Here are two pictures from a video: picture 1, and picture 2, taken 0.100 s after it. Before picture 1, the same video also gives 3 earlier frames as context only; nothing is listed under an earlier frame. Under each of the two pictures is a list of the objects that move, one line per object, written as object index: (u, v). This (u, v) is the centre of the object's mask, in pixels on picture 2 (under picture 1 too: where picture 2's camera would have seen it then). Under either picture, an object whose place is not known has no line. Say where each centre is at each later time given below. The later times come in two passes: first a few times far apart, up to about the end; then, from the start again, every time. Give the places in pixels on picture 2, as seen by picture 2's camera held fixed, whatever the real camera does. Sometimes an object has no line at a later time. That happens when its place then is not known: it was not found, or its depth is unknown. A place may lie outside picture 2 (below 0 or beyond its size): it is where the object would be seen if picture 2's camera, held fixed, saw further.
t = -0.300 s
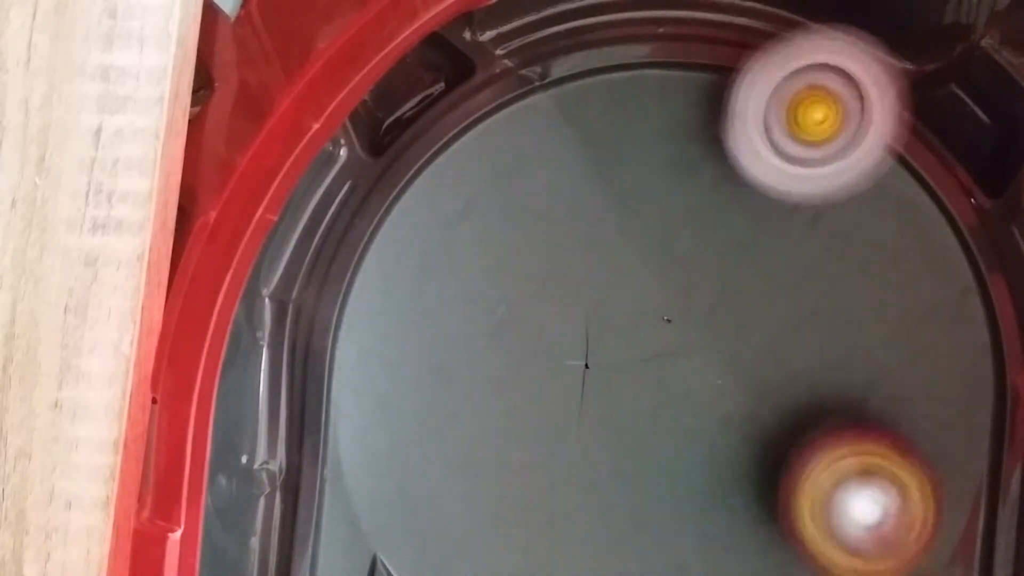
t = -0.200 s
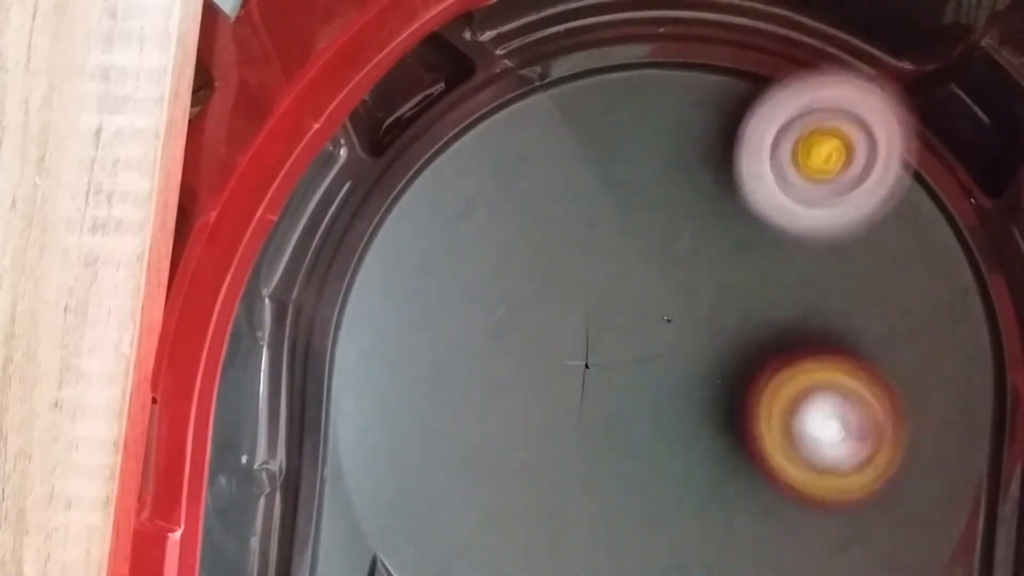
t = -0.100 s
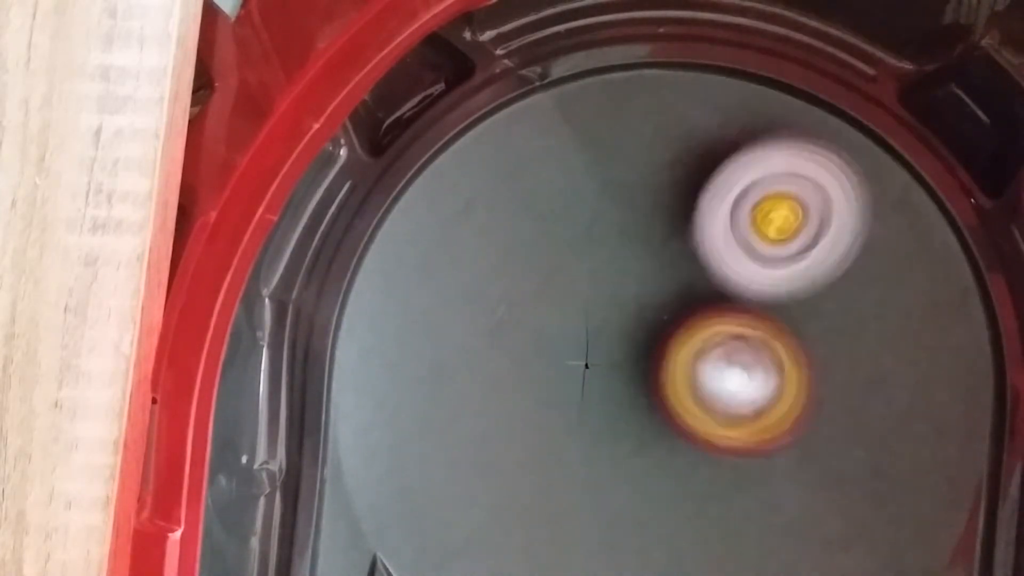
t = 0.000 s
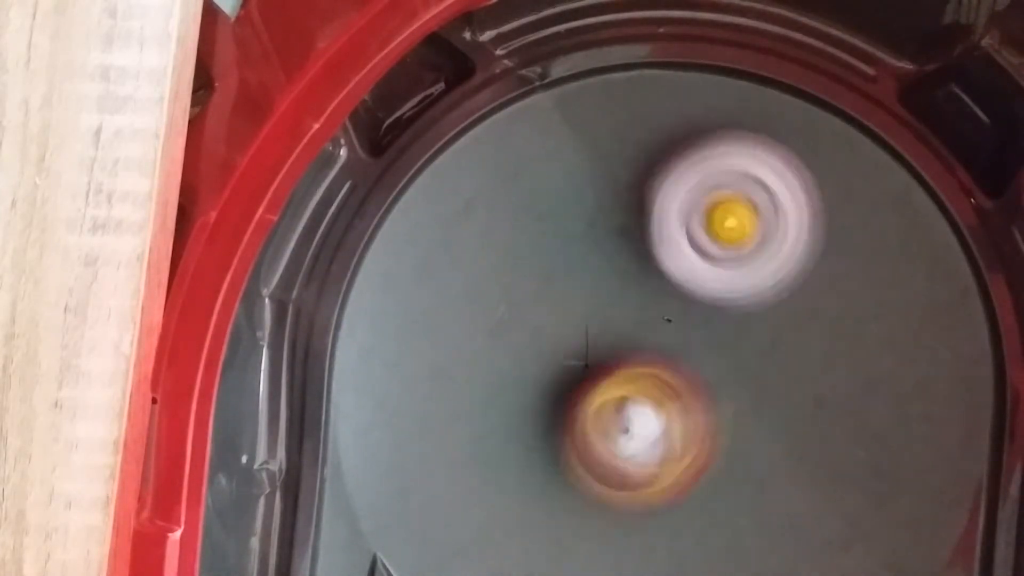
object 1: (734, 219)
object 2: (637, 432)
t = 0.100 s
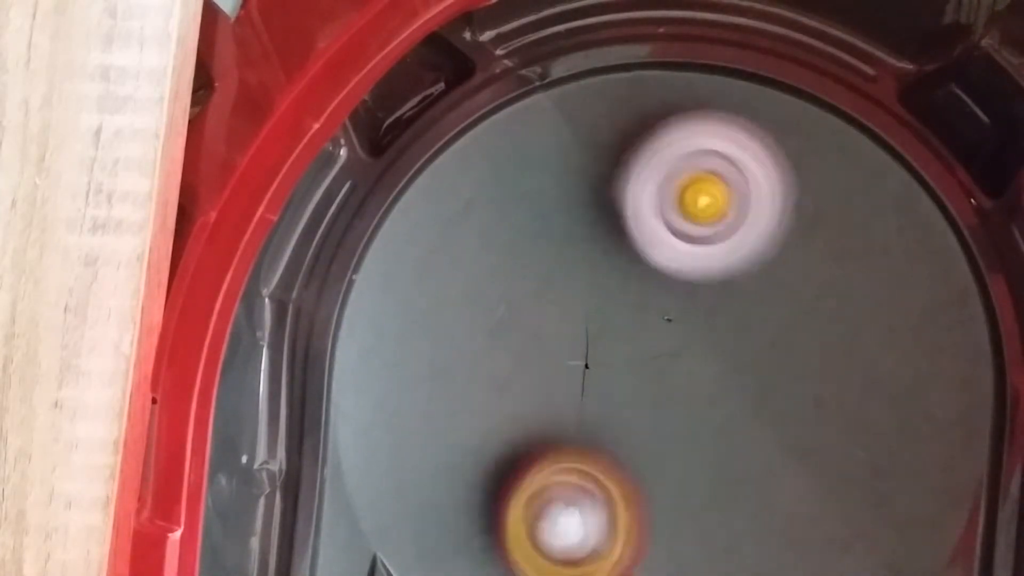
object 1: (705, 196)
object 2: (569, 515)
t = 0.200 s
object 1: (667, 197)
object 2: (553, 549)
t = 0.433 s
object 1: (563, 281)
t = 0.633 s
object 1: (538, 372)
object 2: (678, 515)
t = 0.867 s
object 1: (490, 429)
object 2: (760, 354)
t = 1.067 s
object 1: (559, 445)
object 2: (766, 237)
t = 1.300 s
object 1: (690, 456)
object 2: (656, 222)
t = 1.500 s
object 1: (806, 432)
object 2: (604, 369)
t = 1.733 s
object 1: (838, 412)
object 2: (633, 517)
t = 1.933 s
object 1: (750, 412)
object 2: (698, 555)
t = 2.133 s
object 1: (644, 429)
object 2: (775, 528)
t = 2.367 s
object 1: (544, 465)
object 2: (721, 387)
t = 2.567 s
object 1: (562, 470)
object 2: (652, 298)
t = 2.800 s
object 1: (663, 441)
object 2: (577, 260)
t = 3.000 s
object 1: (760, 397)
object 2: (572, 313)
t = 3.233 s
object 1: (803, 376)
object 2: (629, 410)
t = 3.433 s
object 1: (826, 377)
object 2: (659, 482)
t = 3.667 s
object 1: (776, 373)
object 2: (658, 526)
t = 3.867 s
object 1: (726, 363)
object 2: (591, 552)
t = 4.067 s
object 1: (672, 393)
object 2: (597, 521)
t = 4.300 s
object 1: (653, 395)
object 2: (647, 503)
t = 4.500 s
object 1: (641, 416)
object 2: (734, 513)
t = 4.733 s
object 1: (598, 466)
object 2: (745, 509)
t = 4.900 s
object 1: (614, 433)
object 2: (715, 494)
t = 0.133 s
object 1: (693, 195)
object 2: (557, 527)
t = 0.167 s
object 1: (677, 195)
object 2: (552, 537)
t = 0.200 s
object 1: (667, 197)
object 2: (553, 549)
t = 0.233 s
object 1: (655, 207)
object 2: (551, 558)
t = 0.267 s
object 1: (638, 217)
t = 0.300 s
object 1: (629, 229)
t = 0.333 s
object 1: (610, 239)
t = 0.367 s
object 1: (590, 252)
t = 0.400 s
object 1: (575, 263)
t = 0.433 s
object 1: (563, 281)
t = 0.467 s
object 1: (552, 290)
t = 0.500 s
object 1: (548, 306)
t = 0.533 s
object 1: (539, 321)
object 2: (650, 563)
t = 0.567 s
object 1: (538, 336)
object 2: (664, 550)
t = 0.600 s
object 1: (540, 357)
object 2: (673, 534)
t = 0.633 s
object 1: (538, 372)
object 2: (678, 515)
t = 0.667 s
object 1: (549, 389)
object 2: (681, 487)
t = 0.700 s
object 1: (538, 404)
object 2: (691, 458)
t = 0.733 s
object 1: (523, 410)
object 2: (713, 438)
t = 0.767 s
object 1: (510, 415)
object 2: (730, 419)
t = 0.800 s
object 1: (500, 422)
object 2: (745, 398)
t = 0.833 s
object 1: (493, 425)
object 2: (756, 374)
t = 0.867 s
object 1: (490, 429)
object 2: (760, 354)
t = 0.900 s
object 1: (492, 432)
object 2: (762, 336)
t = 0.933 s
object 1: (500, 434)
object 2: (763, 318)
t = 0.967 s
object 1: (512, 437)
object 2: (764, 296)
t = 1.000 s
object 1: (528, 440)
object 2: (765, 276)
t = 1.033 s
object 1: (540, 444)
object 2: (768, 256)
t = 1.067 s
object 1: (559, 445)
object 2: (766, 237)
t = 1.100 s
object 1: (571, 449)
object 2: (759, 218)
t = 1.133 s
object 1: (594, 451)
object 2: (748, 204)
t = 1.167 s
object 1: (608, 451)
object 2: (733, 194)
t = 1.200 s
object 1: (626, 457)
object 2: (715, 192)
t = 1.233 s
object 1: (655, 460)
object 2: (695, 196)
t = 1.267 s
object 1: (675, 454)
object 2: (677, 206)
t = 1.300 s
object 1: (690, 456)
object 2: (656, 222)
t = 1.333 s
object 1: (715, 459)
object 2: (639, 241)
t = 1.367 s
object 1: (743, 452)
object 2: (625, 261)
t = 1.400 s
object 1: (755, 445)
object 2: (616, 289)
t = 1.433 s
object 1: (773, 446)
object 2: (610, 316)
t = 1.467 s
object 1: (796, 437)
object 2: (606, 340)
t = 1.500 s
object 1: (806, 432)
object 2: (604, 369)
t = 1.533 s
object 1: (822, 438)
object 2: (604, 395)
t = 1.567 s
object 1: (834, 430)
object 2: (604, 419)
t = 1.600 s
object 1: (842, 430)
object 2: (607, 444)
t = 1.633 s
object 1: (845, 423)
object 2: (611, 465)
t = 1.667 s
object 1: (848, 420)
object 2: (614, 484)
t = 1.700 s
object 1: (844, 417)
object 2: (623, 505)
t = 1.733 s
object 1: (838, 412)
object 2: (633, 517)
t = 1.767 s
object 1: (828, 414)
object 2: (638, 527)
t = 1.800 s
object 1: (819, 406)
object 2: (649, 536)
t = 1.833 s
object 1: (799, 408)
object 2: (658, 542)
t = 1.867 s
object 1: (792, 411)
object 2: (669, 548)
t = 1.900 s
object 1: (773, 406)
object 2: (685, 553)
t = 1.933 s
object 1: (750, 412)
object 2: (698, 555)
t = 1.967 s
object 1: (734, 416)
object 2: (713, 557)
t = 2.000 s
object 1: (723, 412)
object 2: (733, 556)
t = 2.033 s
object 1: (698, 411)
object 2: (749, 553)
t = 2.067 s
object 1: (676, 421)
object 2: (761, 546)
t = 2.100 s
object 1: (658, 427)
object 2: (771, 539)
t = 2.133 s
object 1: (644, 429)
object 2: (775, 528)
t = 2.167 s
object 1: (621, 435)
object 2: (774, 516)
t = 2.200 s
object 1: (604, 448)
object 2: (773, 502)
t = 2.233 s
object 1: (590, 453)
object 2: (767, 479)
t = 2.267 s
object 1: (575, 454)
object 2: (758, 455)
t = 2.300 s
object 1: (557, 463)
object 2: (747, 429)
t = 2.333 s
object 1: (555, 468)
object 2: (733, 408)
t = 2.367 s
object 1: (544, 465)
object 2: (721, 387)
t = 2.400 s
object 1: (541, 475)
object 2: (702, 367)
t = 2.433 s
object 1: (541, 468)
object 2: (688, 352)
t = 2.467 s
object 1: (538, 475)
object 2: (682, 333)
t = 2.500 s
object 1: (546, 471)
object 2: (674, 322)
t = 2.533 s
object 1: (549, 475)
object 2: (665, 309)
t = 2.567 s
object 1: (562, 470)
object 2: (652, 298)
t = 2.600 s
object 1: (568, 471)
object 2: (640, 289)
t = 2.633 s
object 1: (586, 466)
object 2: (629, 277)
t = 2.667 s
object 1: (595, 460)
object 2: (616, 271)
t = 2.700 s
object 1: (610, 460)
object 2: (607, 263)
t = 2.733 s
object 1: (631, 456)
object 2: (596, 261)
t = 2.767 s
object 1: (650, 450)
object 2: (587, 260)
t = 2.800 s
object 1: (663, 441)
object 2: (577, 260)
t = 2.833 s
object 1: (678, 439)
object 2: (569, 265)
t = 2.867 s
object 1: (697, 431)
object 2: (564, 269)
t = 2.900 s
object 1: (716, 423)
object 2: (563, 278)
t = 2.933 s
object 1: (732, 412)
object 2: (563, 286)
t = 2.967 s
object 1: (743, 406)
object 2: (566, 300)
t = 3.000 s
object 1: (760, 397)
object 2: (572, 313)
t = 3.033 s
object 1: (769, 391)
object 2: (577, 330)
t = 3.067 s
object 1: (785, 389)
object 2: (586, 343)
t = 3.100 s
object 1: (794, 382)
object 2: (592, 359)
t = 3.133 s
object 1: (804, 379)
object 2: (599, 369)
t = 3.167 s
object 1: (806, 377)
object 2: (608, 386)
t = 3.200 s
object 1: (809, 375)
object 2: (619, 396)
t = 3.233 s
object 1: (803, 376)
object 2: (629, 410)
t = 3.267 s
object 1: (803, 374)
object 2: (643, 421)
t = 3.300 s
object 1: (812, 366)
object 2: (642, 435)
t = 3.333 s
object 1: (814, 369)
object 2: (648, 445)
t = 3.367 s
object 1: (827, 375)
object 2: (650, 460)
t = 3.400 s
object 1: (829, 368)
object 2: (656, 468)
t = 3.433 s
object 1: (826, 377)
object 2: (659, 482)
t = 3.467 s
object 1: (831, 375)
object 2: (663, 490)
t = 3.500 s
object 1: (819, 379)
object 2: (667, 500)
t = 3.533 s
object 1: (818, 386)
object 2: (670, 503)
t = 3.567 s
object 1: (803, 385)
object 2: (676, 510)
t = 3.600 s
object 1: (787, 397)
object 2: (677, 512)
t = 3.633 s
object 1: (780, 392)
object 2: (681, 516)
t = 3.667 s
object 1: (776, 373)
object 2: (658, 526)
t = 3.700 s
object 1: (768, 368)
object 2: (642, 536)
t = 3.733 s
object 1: (766, 371)
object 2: (625, 545)
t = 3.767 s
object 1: (769, 366)
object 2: (610, 550)
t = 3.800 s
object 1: (758, 354)
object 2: (602, 552)
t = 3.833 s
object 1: (737, 357)
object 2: (594, 553)
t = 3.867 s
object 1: (726, 363)
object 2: (591, 552)
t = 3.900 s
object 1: (718, 368)
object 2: (591, 550)
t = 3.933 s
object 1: (715, 370)
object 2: (587, 546)
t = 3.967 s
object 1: (710, 368)
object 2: (586, 541)
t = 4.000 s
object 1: (699, 373)
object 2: (591, 537)
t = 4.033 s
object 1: (686, 377)
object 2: (589, 528)
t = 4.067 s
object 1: (672, 393)
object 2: (597, 521)
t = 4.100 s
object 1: (669, 381)
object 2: (599, 524)
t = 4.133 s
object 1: (655, 374)
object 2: (598, 519)
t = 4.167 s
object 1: (641, 376)
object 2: (606, 521)
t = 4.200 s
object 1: (633, 388)
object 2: (610, 522)
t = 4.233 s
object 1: (637, 397)
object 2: (617, 511)
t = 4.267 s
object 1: (645, 400)
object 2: (634, 505)
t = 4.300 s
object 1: (653, 395)
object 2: (647, 503)
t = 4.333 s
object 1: (659, 387)
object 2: (664, 496)
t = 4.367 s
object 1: (653, 392)
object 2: (685, 503)
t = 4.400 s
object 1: (647, 396)
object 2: (701, 514)
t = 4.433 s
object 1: (646, 400)
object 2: (714, 511)
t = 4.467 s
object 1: (643, 409)
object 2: (727, 512)
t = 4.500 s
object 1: (641, 416)
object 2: (734, 513)
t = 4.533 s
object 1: (636, 424)
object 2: (735, 510)
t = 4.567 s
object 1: (631, 432)
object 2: (744, 504)
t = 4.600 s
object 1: (625, 442)
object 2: (745, 505)
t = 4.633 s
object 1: (618, 451)
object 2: (741, 504)
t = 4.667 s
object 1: (609, 457)
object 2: (743, 502)
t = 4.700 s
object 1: (603, 460)
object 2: (746, 502)
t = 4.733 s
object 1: (598, 466)
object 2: (745, 509)
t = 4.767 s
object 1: (591, 467)
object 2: (730, 505)
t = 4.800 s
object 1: (598, 461)
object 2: (726, 503)
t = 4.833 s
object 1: (607, 452)
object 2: (722, 500)
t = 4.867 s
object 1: (612, 442)
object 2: (720, 498)
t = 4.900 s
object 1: (614, 433)
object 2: (715, 494)
